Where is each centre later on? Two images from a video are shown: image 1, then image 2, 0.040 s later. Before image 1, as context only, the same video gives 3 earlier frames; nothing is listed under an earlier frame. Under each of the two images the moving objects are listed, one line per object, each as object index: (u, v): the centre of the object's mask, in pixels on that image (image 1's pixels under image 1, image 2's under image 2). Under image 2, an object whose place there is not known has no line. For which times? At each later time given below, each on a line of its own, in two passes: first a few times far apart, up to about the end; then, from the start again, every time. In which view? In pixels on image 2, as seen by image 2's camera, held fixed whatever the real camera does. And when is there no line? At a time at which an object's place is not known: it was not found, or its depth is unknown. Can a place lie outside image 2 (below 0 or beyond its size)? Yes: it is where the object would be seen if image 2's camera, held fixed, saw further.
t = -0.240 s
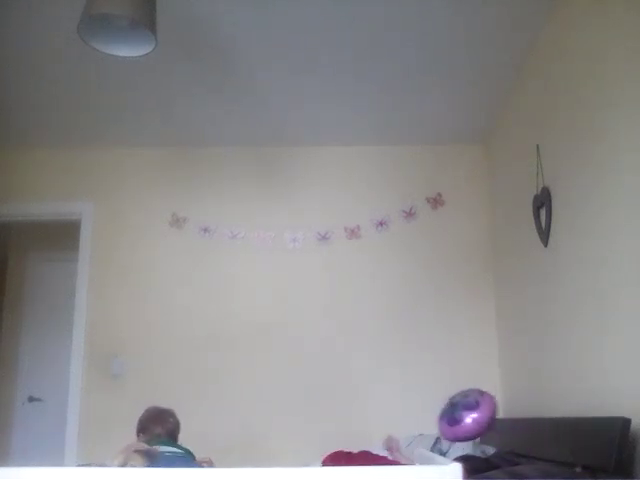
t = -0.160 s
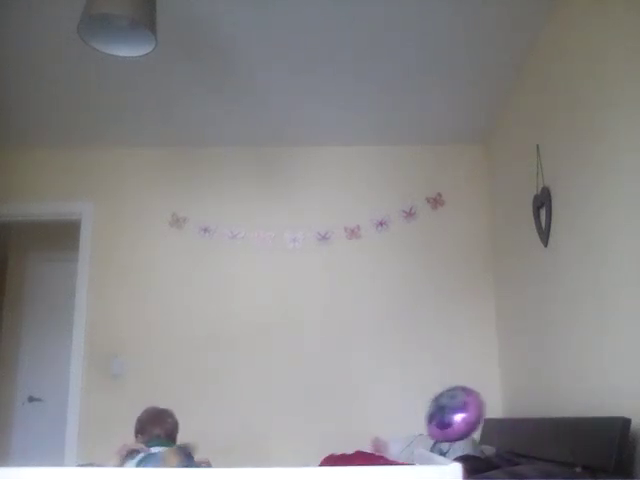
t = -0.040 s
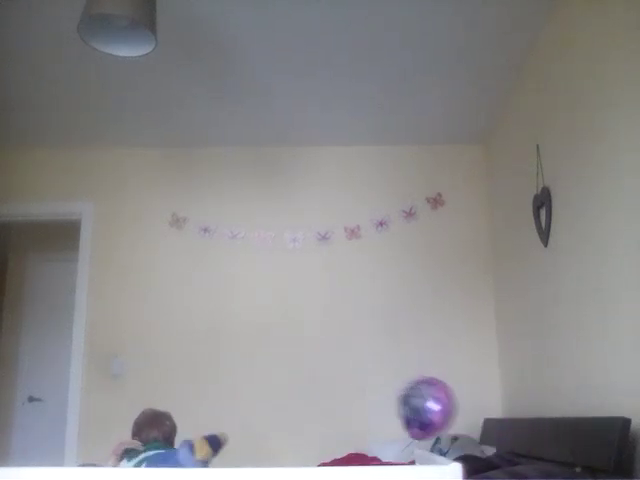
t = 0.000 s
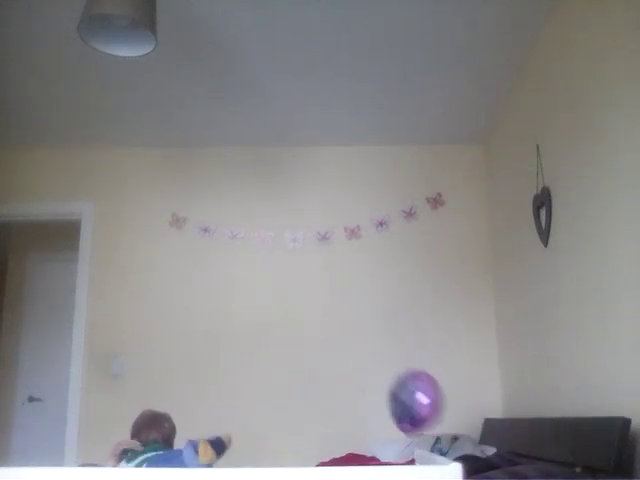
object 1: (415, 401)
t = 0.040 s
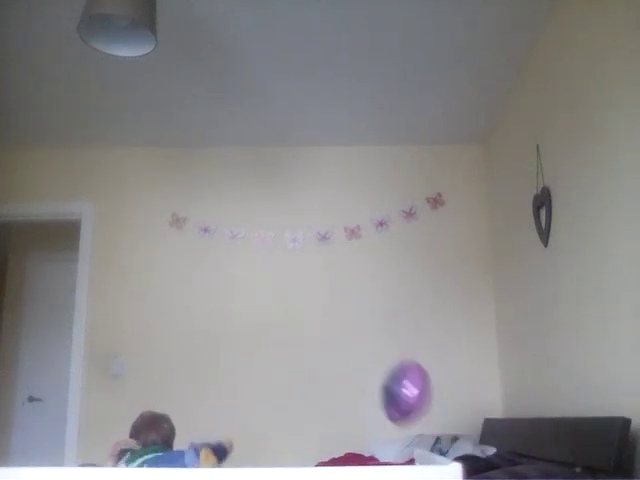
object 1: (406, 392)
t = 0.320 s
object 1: (366, 365)
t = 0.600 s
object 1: (399, 380)
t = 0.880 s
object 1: (445, 412)
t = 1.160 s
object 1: (465, 442)
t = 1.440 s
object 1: (457, 430)
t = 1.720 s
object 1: (455, 421)
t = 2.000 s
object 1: (455, 424)
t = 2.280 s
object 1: (459, 438)
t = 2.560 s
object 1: (460, 436)
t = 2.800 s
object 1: (455, 427)
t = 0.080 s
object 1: (394, 383)
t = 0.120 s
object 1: (383, 377)
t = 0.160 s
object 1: (374, 373)
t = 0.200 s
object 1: (367, 369)
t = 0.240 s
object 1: (363, 367)
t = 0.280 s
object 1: (363, 366)
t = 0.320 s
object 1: (366, 365)
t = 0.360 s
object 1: (370, 365)
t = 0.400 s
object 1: (375, 367)
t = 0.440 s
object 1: (380, 369)
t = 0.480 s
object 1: (385, 371)
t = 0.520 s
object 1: (389, 374)
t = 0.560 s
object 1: (393, 377)
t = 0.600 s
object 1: (399, 380)
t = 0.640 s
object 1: (405, 384)
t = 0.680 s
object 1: (411, 388)
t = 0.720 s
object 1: (418, 391)
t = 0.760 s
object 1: (424, 395)
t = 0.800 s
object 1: (431, 400)
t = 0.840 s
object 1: (438, 405)
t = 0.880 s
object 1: (445, 412)
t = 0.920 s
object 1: (451, 419)
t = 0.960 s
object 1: (457, 427)
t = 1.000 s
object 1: (461, 435)
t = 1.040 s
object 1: (464, 440)
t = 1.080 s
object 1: (465, 443)
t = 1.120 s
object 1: (465, 443)
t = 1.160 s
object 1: (465, 442)
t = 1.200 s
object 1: (465, 440)
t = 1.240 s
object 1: (463, 438)
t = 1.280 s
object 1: (462, 436)
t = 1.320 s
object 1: (460, 434)
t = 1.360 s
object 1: (458, 432)
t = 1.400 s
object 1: (458, 431)
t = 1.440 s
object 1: (457, 430)
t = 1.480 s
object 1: (457, 429)
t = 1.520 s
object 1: (456, 428)
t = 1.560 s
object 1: (456, 426)
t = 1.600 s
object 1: (456, 425)
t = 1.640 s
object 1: (456, 424)
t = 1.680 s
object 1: (455, 423)
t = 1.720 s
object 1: (455, 421)
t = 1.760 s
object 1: (455, 420)
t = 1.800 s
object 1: (454, 420)
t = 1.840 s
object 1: (454, 420)
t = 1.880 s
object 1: (454, 420)
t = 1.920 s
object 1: (454, 421)
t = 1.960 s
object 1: (454, 422)
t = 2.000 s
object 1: (455, 424)
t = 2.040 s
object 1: (455, 426)
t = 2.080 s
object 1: (455, 429)
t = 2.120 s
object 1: (456, 431)
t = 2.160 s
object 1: (456, 433)
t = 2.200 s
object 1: (457, 435)
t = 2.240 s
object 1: (458, 437)
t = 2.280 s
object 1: (459, 438)
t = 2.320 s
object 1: (459, 439)
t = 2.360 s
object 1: (459, 438)
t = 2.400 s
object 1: (459, 437)
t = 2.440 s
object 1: (458, 437)
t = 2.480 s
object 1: (458, 436)
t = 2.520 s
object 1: (459, 436)
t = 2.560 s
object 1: (460, 436)
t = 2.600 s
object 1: (461, 436)
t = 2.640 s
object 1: (461, 437)
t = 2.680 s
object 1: (462, 436)
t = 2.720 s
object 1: (460, 435)
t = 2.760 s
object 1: (458, 432)
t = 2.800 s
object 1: (455, 427)
